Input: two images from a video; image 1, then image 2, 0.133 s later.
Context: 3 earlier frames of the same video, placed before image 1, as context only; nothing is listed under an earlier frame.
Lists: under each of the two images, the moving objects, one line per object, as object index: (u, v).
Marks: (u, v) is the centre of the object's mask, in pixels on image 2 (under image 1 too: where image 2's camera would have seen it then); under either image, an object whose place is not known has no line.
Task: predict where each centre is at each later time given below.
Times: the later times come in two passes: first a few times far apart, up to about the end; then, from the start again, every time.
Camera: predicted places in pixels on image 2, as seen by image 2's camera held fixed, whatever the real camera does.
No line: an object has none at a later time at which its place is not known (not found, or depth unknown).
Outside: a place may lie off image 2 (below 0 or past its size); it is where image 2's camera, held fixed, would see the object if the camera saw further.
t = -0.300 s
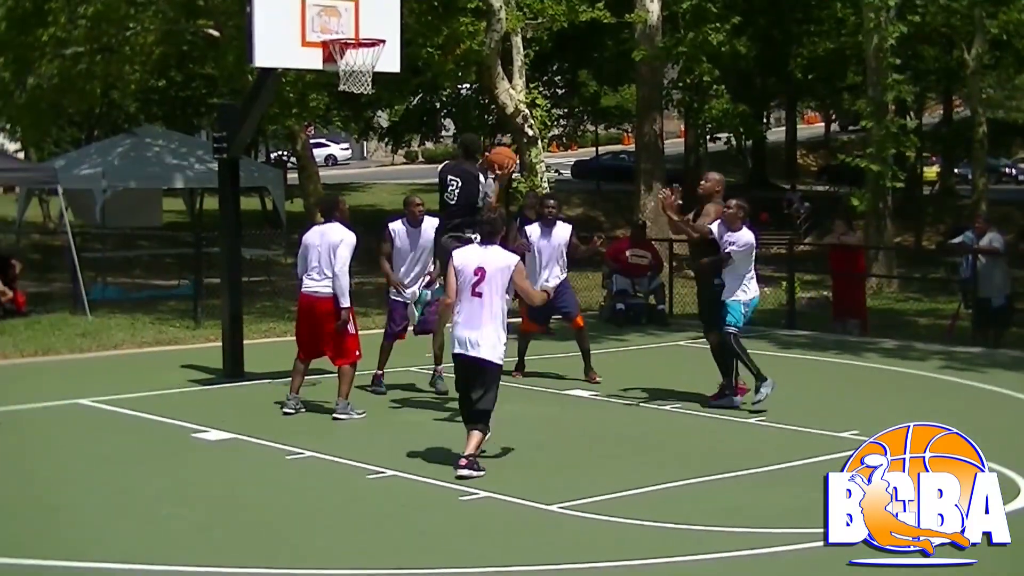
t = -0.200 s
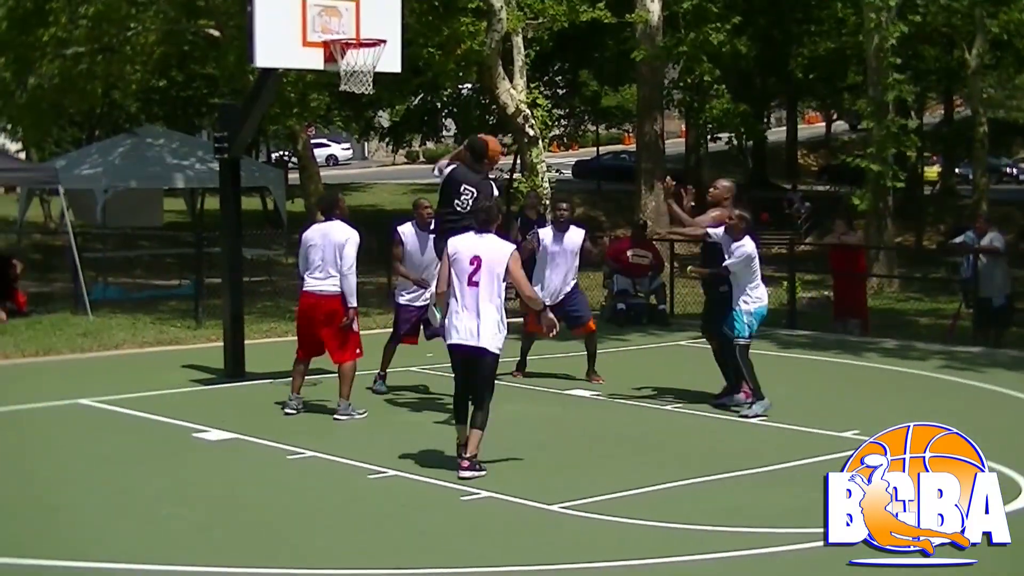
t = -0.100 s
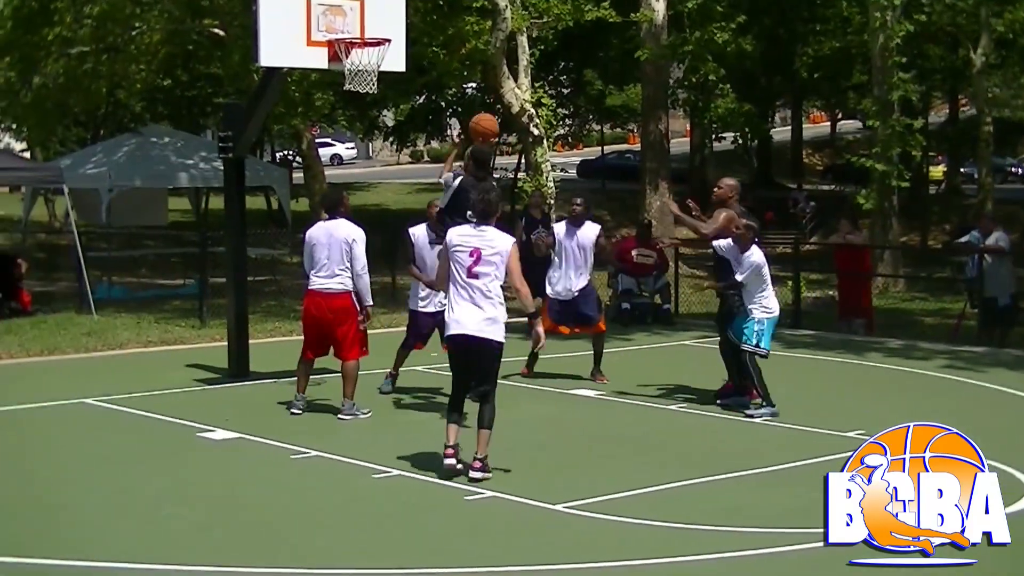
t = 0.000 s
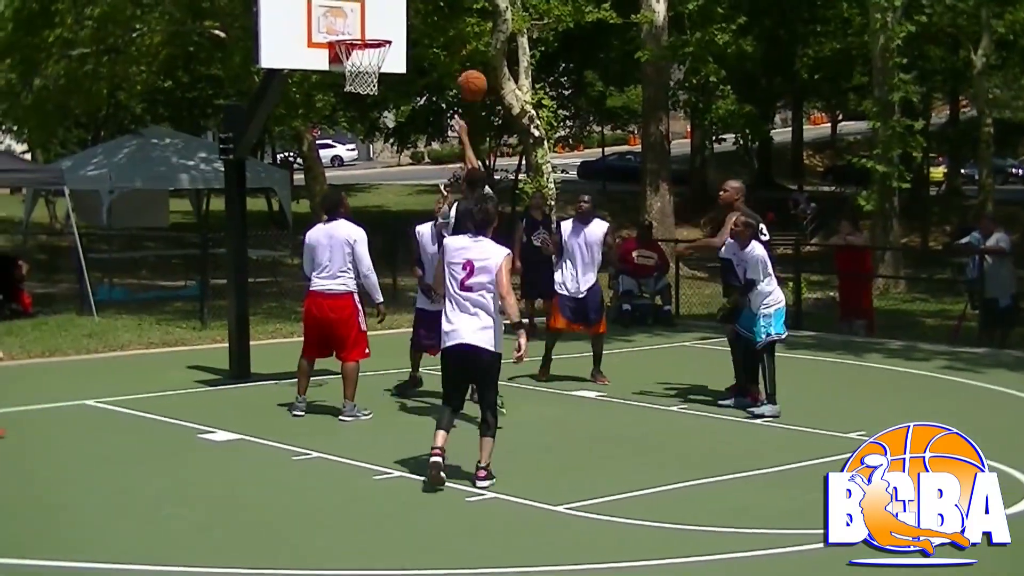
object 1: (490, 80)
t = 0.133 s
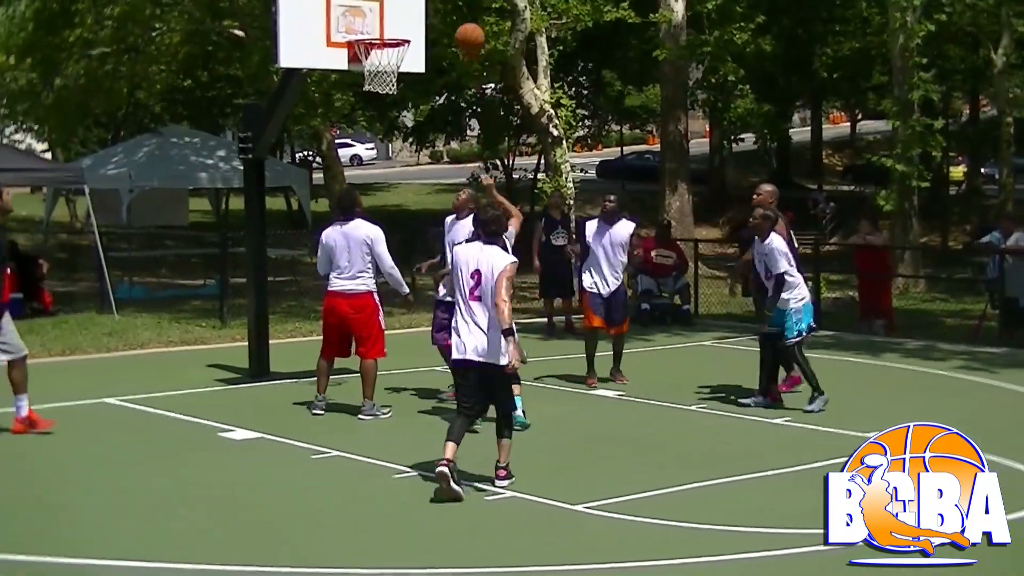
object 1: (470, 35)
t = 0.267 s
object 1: (449, 11)
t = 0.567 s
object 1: (412, 23)
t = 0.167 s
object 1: (464, 27)
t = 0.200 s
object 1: (459, 20)
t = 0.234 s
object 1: (455, 14)
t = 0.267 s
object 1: (449, 11)
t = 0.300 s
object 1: (444, 9)
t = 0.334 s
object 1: (439, 8)
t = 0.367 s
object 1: (433, 8)
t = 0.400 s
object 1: (428, 9)
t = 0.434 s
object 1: (423, 12)
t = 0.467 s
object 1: (419, 16)
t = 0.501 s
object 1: (414, 21)
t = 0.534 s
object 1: (410, 26)
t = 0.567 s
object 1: (412, 23)
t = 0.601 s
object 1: (413, 20)
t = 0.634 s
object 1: (415, 18)
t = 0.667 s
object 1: (417, 18)
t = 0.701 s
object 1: (418, 19)
